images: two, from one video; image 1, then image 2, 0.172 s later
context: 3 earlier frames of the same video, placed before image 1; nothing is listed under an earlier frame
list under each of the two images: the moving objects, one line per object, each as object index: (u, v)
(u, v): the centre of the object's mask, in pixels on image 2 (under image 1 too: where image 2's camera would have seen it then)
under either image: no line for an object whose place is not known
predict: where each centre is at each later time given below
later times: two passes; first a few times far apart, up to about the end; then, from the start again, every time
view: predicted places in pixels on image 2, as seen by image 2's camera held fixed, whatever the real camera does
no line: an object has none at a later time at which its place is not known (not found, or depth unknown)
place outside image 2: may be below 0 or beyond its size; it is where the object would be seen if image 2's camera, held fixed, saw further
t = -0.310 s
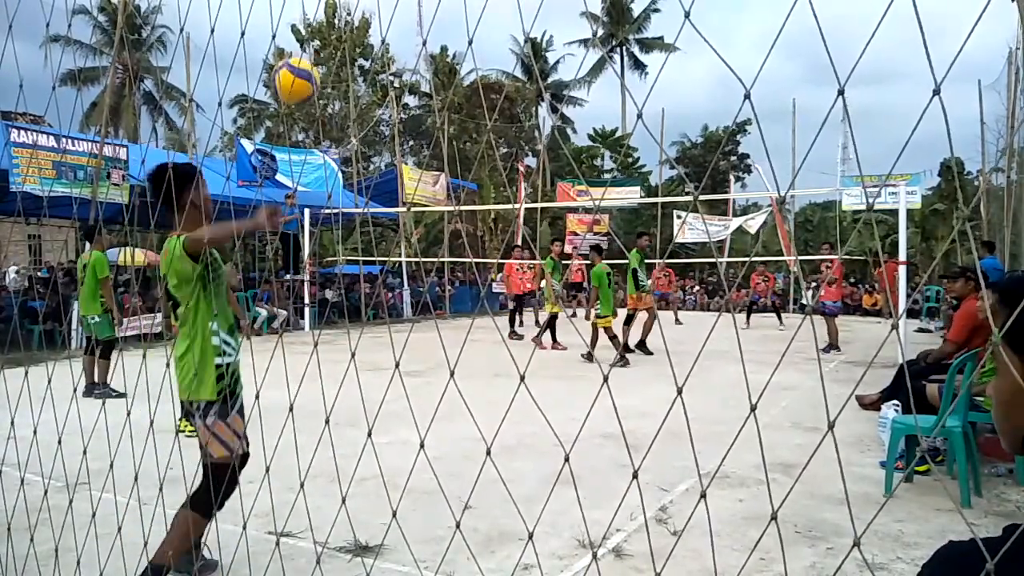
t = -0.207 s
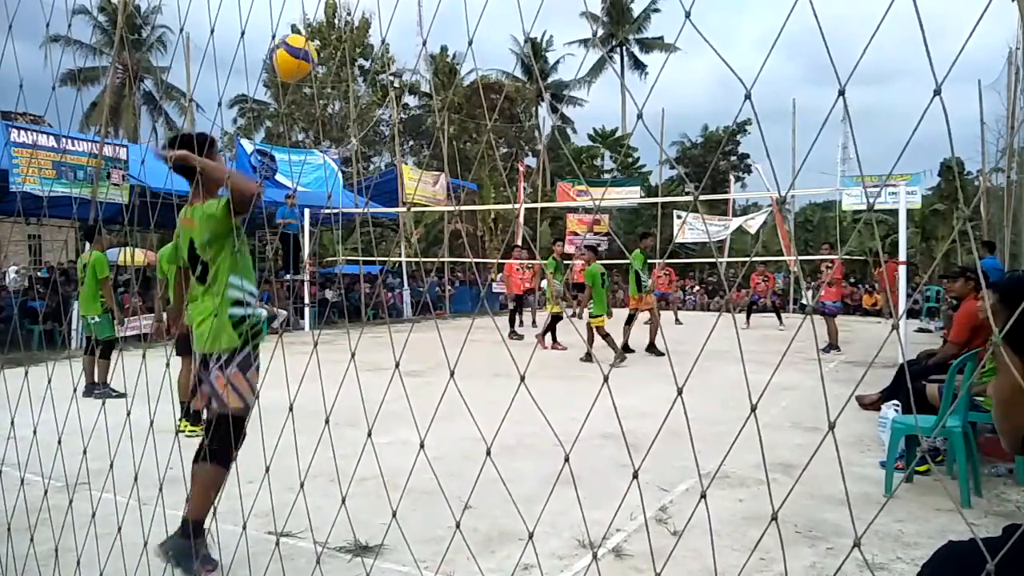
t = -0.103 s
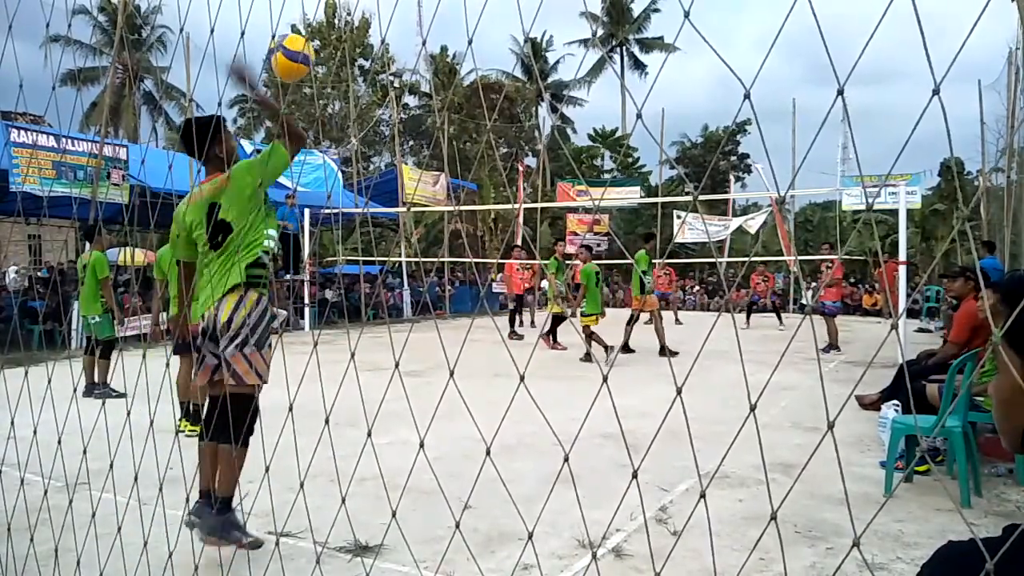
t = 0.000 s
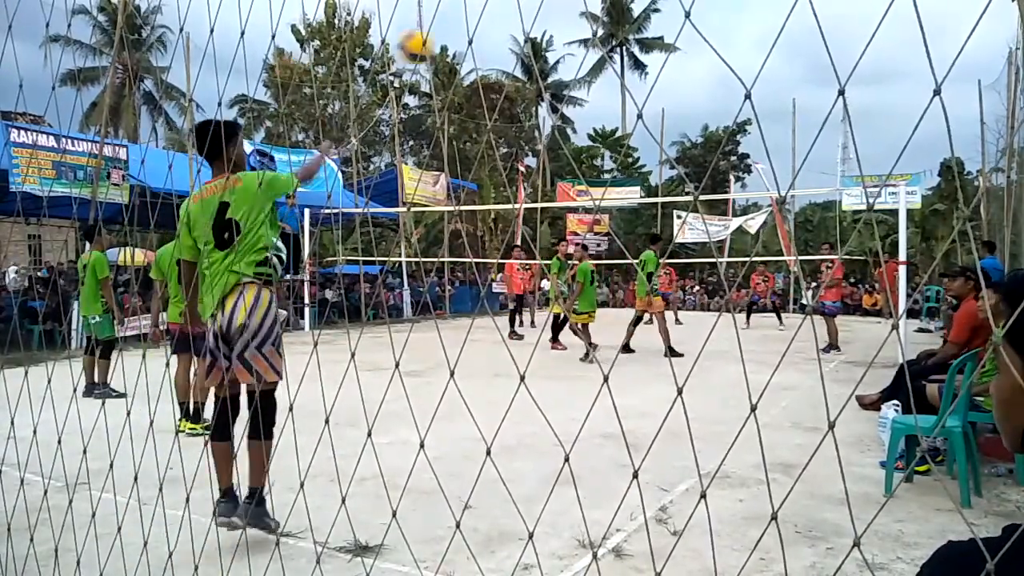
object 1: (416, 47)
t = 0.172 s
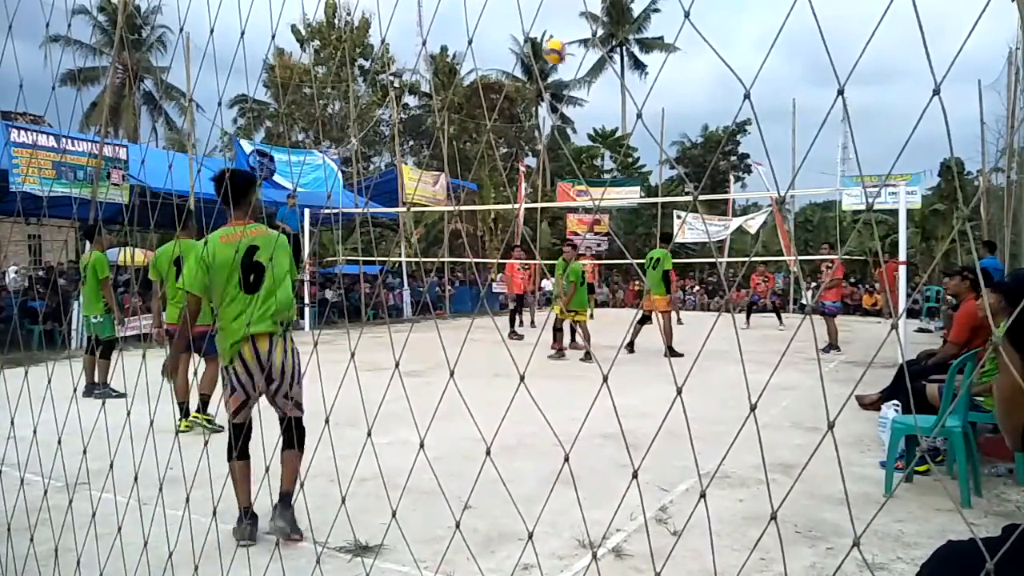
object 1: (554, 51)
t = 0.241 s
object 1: (590, 62)
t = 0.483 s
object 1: (663, 115)
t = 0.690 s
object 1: (697, 167)
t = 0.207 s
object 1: (572, 56)
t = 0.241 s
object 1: (590, 62)
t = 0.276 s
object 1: (602, 68)
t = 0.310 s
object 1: (614, 76)
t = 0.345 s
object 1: (626, 83)
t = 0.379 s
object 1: (637, 91)
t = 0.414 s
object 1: (646, 99)
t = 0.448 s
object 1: (656, 107)
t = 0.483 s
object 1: (663, 115)
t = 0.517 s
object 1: (669, 124)
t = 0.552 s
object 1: (676, 133)
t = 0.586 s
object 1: (683, 141)
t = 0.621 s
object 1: (686, 148)
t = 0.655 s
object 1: (692, 157)
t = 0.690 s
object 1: (697, 167)
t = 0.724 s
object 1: (701, 176)
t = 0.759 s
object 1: (706, 186)
